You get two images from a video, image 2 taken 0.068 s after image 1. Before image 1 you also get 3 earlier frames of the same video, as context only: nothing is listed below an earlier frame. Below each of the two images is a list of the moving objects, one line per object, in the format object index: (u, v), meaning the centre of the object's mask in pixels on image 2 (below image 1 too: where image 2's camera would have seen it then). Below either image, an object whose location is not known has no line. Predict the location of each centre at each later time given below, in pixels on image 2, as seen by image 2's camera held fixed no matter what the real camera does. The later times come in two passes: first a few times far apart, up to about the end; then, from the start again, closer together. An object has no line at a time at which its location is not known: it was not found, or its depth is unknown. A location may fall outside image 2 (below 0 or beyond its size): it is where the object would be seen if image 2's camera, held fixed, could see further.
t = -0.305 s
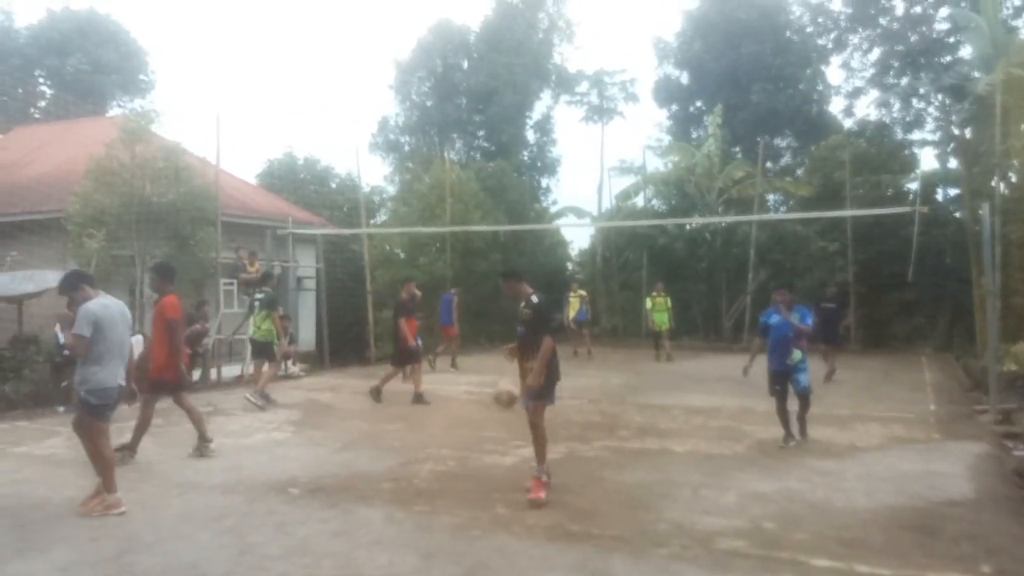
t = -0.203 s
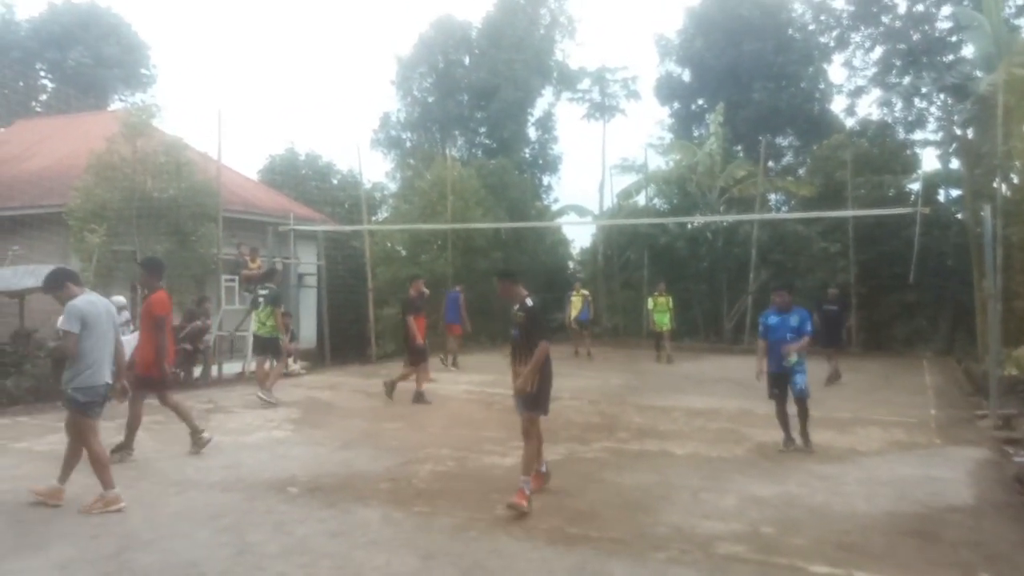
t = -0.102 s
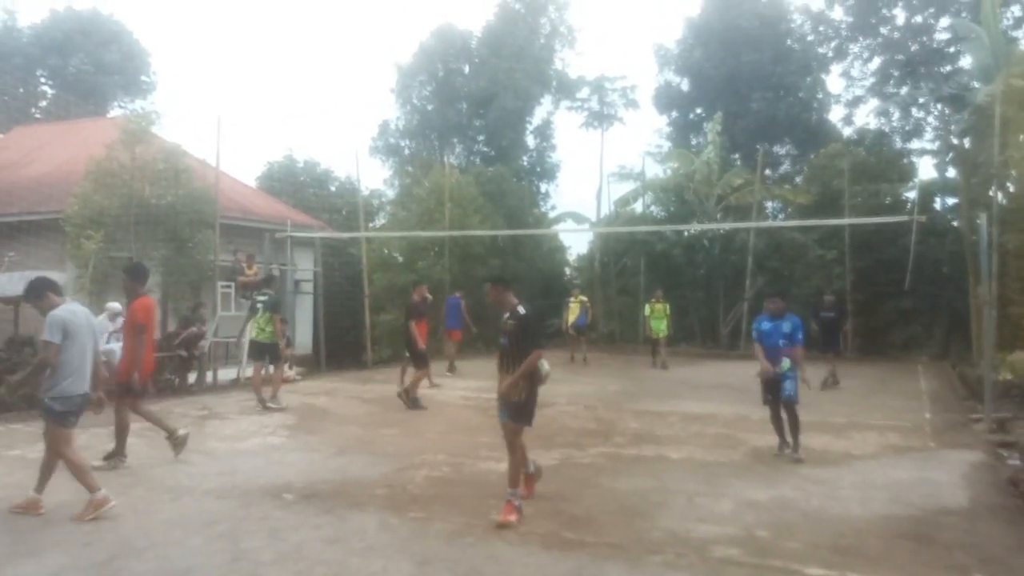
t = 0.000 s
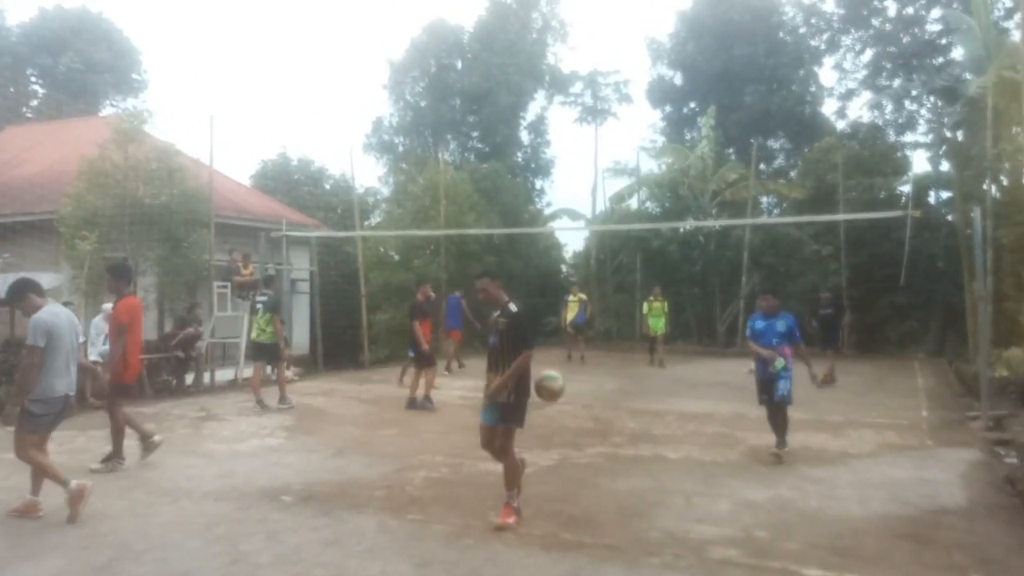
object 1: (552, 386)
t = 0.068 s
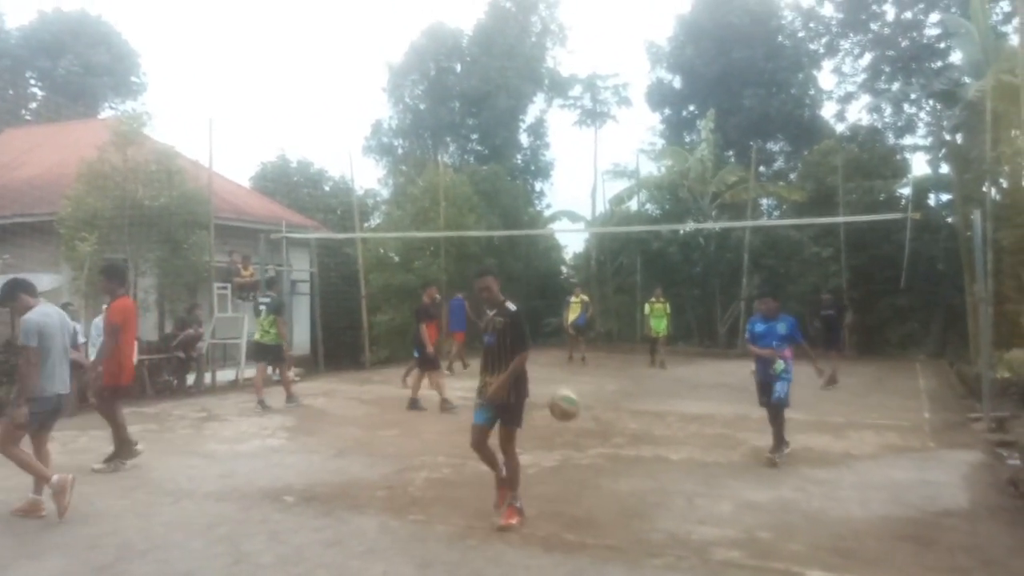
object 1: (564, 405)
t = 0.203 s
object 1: (593, 467)
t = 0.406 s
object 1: (633, 492)
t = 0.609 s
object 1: (669, 452)
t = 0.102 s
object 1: (571, 418)
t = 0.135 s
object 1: (577, 431)
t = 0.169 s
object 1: (584, 447)
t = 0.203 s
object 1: (593, 467)
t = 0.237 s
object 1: (601, 488)
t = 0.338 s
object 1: (623, 509)
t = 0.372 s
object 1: (628, 504)
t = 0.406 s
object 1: (633, 492)
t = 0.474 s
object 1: (647, 472)
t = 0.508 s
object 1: (652, 464)
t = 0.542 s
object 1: (659, 457)
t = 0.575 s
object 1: (666, 455)
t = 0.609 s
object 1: (669, 452)
